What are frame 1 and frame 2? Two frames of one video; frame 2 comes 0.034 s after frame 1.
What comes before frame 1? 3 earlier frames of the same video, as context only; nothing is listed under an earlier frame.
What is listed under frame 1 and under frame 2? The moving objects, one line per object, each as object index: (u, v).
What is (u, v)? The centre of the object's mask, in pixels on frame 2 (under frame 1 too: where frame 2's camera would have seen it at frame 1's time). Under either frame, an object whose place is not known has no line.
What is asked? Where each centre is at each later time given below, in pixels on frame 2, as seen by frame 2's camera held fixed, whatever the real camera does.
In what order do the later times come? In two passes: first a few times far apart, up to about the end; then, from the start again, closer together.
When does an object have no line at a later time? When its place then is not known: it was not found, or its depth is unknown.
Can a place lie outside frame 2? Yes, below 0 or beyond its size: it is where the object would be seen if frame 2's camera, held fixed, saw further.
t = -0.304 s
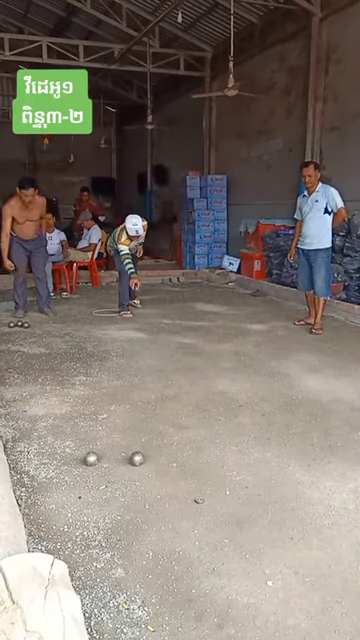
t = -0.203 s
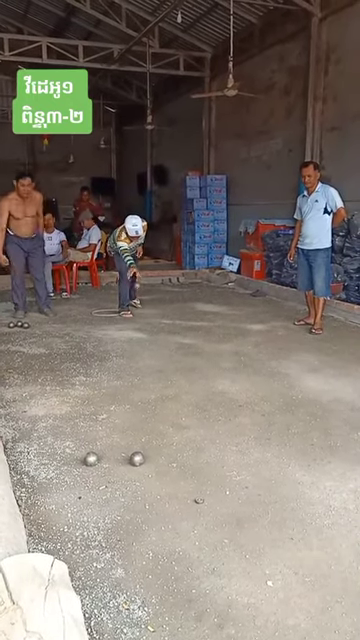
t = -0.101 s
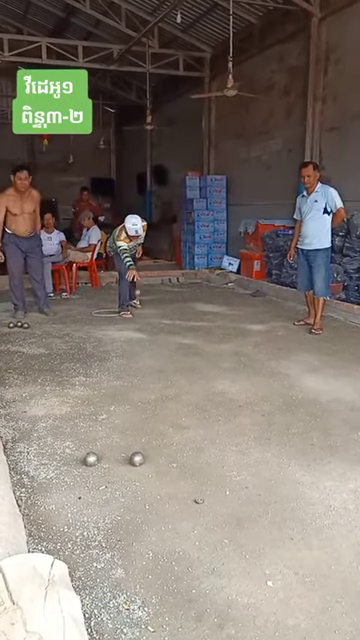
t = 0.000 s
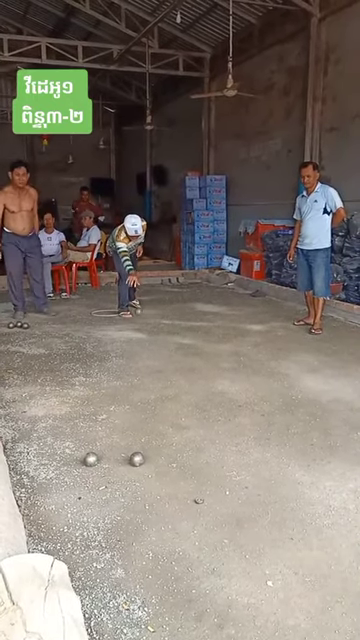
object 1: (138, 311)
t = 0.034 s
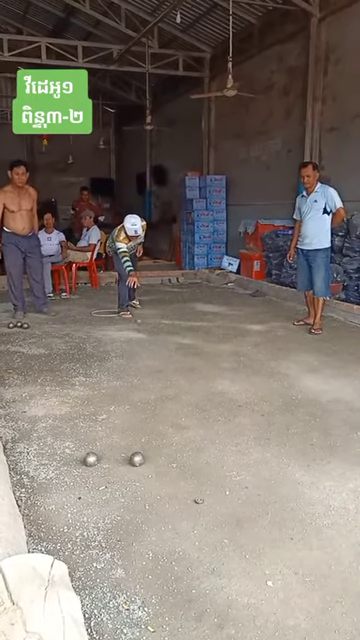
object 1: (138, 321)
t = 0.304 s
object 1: (138, 365)
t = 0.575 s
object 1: (142, 379)
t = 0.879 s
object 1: (152, 395)
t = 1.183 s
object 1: (166, 411)
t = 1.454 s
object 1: (175, 426)
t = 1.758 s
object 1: (182, 442)
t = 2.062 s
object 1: (186, 455)
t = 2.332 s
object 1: (190, 465)
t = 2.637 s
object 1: (192, 475)
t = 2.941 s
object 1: (198, 481)
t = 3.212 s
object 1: (202, 484)
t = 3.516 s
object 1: (210, 486)
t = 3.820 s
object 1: (219, 488)
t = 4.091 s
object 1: (226, 489)
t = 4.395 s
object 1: (224, 489)
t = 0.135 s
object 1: (140, 357)
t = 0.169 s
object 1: (139, 357)
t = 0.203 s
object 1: (139, 357)
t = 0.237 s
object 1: (138, 358)
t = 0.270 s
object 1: (138, 361)
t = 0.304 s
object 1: (138, 365)
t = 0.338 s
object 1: (138, 367)
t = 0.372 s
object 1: (138, 369)
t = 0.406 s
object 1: (138, 370)
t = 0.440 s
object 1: (139, 372)
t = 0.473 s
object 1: (139, 373)
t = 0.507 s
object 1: (140, 375)
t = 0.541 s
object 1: (141, 377)
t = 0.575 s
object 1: (142, 379)
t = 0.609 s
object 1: (143, 381)
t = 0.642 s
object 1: (143, 383)
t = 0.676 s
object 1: (144, 385)
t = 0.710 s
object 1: (146, 386)
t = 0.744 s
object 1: (147, 388)
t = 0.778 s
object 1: (148, 390)
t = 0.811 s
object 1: (150, 391)
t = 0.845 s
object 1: (151, 393)
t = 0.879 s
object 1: (152, 395)
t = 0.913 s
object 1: (154, 397)
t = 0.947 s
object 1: (155, 399)
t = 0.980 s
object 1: (157, 401)
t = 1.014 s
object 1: (158, 402)
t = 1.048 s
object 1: (160, 404)
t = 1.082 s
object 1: (162, 406)
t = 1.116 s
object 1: (163, 408)
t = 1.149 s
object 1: (165, 410)
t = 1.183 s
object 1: (166, 411)
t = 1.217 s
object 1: (167, 413)
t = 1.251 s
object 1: (169, 415)
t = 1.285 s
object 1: (169, 417)
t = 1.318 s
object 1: (170, 419)
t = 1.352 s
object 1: (171, 420)
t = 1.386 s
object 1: (173, 422)
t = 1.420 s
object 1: (174, 424)
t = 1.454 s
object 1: (175, 426)
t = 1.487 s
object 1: (176, 427)
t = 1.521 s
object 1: (177, 429)
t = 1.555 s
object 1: (178, 431)
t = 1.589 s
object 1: (178, 433)
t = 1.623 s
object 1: (179, 434)
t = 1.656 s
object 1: (180, 436)
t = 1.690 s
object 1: (181, 438)
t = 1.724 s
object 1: (182, 440)
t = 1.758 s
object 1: (182, 442)
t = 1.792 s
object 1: (183, 443)
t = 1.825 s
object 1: (183, 445)
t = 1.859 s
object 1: (184, 446)
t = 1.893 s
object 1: (184, 448)
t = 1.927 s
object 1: (185, 449)
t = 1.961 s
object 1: (185, 451)
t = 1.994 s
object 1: (185, 452)
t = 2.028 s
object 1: (186, 454)
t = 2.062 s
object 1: (186, 455)
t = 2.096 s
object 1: (186, 457)
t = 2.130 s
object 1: (187, 458)
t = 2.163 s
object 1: (188, 459)
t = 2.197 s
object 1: (188, 461)
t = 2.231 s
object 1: (189, 462)
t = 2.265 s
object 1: (189, 464)
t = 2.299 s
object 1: (189, 465)
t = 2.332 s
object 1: (190, 465)
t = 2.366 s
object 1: (189, 467)
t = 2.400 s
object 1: (190, 468)
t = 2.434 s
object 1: (191, 470)
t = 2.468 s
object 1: (191, 470)
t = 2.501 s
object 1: (191, 471)
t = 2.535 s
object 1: (191, 472)
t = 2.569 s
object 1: (191, 473)
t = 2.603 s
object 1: (192, 474)
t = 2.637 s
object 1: (192, 475)
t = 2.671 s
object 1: (192, 476)
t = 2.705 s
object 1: (192, 477)
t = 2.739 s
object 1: (193, 478)
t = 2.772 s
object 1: (193, 478)
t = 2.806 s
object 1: (194, 479)
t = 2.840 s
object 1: (196, 479)
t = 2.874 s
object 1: (197, 479)
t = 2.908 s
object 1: (197, 480)
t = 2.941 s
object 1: (198, 481)
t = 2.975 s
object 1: (199, 481)
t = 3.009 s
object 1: (199, 481)
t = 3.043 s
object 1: (199, 482)
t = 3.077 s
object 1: (200, 482)
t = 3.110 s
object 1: (201, 483)
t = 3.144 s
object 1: (201, 483)
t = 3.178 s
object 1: (201, 483)
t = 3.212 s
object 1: (202, 484)
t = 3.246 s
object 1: (203, 484)
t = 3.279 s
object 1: (203, 484)
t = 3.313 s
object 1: (204, 485)
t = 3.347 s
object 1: (204, 485)
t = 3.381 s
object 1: (206, 485)
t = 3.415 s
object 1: (207, 485)
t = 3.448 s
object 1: (208, 485)
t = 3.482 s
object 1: (209, 486)
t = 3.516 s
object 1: (210, 486)
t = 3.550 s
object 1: (212, 486)
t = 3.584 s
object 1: (213, 486)
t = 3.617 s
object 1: (213, 486)
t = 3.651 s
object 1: (214, 486)
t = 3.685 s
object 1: (214, 487)
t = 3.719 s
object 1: (216, 487)
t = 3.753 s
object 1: (217, 487)
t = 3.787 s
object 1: (218, 488)
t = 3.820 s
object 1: (219, 488)
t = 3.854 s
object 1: (220, 488)
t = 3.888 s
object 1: (221, 488)
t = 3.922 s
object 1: (222, 489)
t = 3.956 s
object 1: (223, 489)
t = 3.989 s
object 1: (224, 489)
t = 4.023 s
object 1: (225, 489)
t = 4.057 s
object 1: (226, 489)
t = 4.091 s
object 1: (226, 489)
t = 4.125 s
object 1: (226, 489)
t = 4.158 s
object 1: (226, 489)
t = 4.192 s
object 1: (226, 489)
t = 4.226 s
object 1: (226, 489)
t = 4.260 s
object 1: (226, 489)
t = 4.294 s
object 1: (225, 489)
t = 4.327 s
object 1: (225, 489)
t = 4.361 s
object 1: (225, 489)
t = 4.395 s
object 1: (224, 489)
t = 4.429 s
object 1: (224, 489)
